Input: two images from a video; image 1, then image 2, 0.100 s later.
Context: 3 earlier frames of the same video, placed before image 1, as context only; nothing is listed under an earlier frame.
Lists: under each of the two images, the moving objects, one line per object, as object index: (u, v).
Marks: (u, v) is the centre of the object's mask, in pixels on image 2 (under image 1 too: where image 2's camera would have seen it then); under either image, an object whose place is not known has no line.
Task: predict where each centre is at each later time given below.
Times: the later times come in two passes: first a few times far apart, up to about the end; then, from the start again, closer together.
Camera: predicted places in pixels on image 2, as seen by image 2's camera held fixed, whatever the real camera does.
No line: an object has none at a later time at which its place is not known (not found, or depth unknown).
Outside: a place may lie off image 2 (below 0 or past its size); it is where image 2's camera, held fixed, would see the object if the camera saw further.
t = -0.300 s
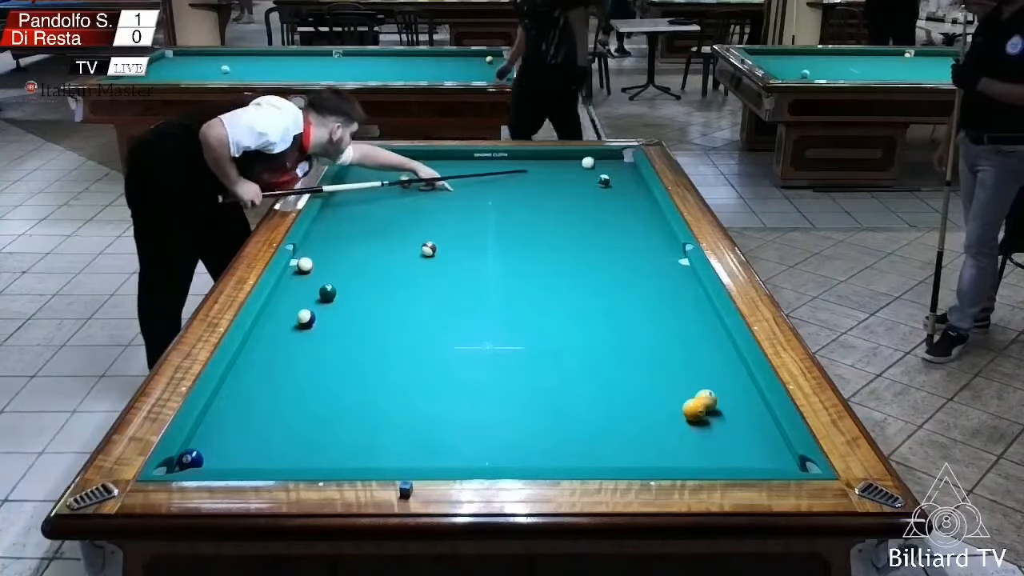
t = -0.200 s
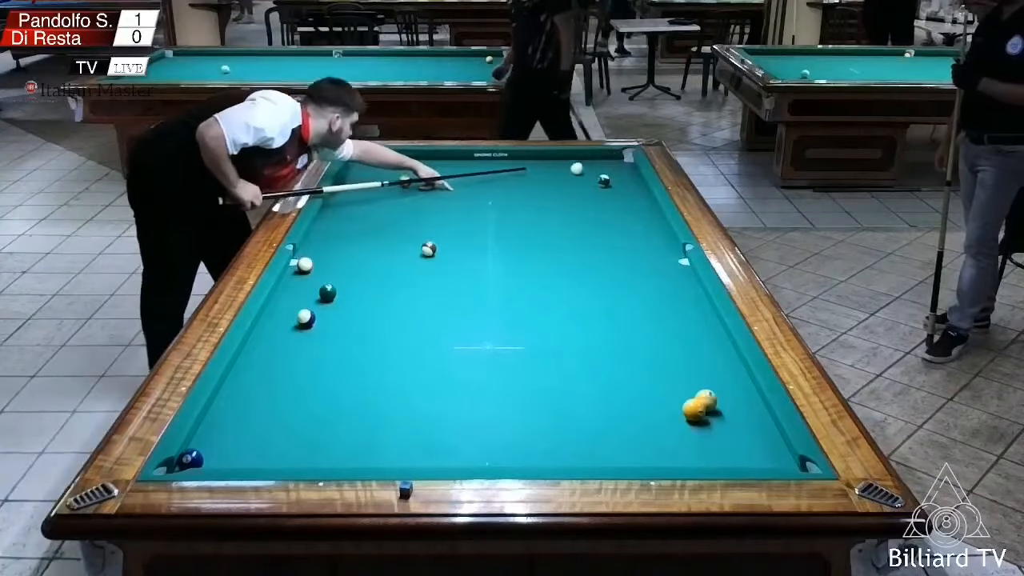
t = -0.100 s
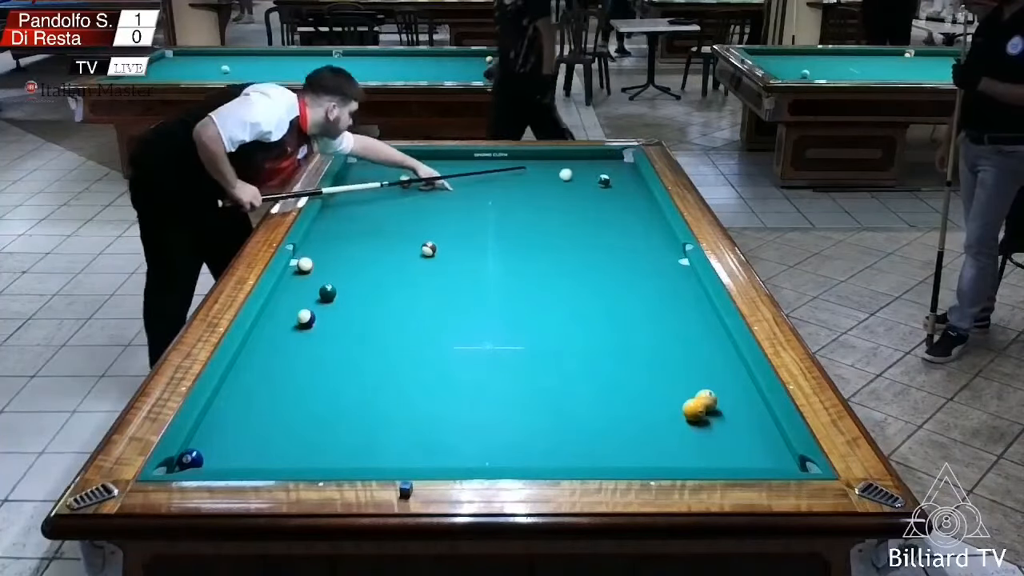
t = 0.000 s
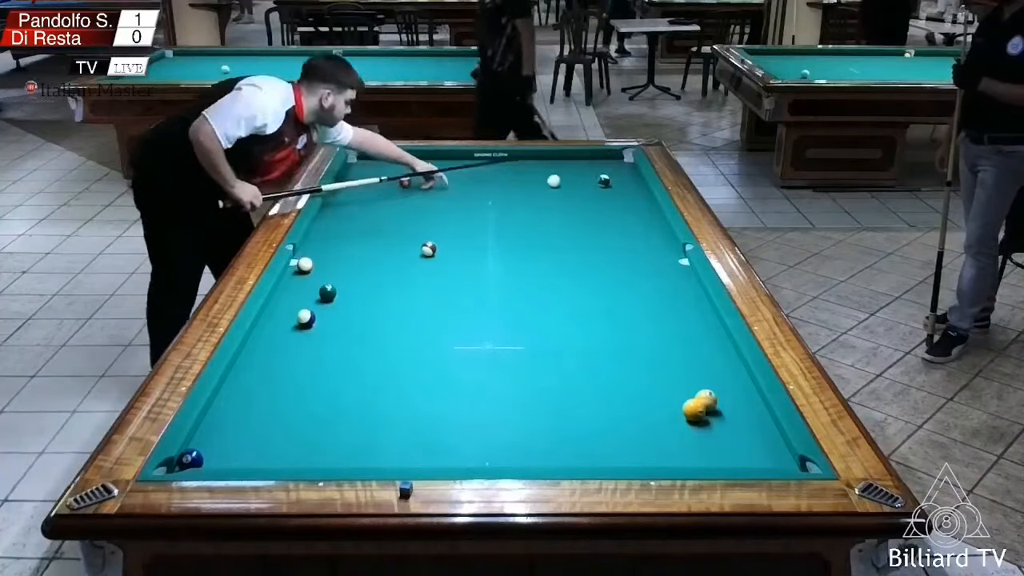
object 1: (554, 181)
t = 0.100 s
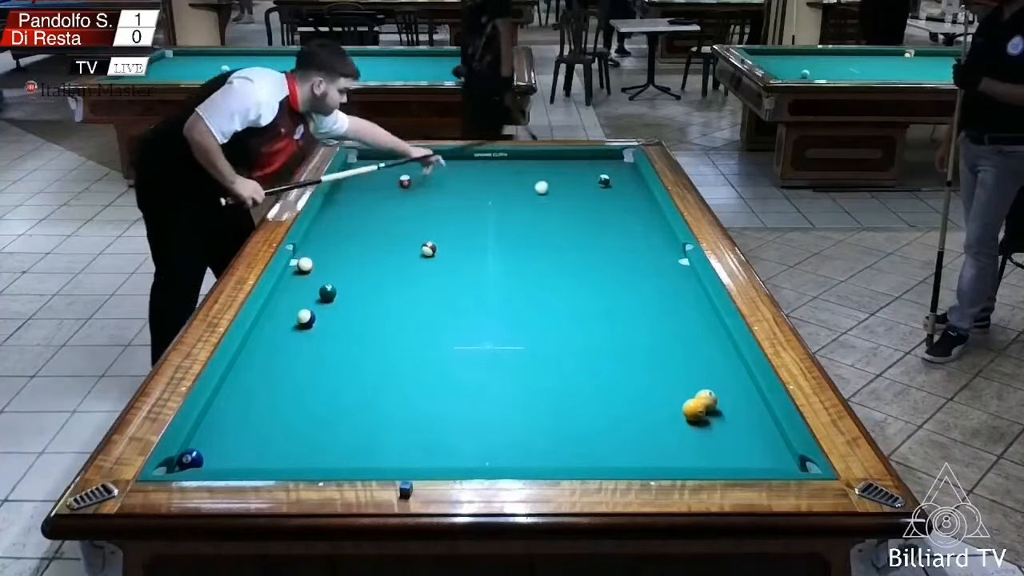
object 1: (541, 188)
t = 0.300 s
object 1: (515, 202)
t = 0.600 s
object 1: (472, 225)
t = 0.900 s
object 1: (434, 245)
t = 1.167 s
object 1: (423, 250)
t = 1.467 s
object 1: (410, 256)
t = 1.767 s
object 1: (396, 262)
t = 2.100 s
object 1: (383, 268)
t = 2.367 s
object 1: (373, 273)
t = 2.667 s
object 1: (362, 278)
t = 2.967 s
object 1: (351, 283)
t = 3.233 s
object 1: (342, 287)
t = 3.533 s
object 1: (340, 288)
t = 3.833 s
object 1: (339, 289)
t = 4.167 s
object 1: (339, 289)
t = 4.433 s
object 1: (339, 289)
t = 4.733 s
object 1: (339, 289)
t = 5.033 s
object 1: (339, 289)
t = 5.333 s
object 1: (339, 289)
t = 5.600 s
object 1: (339, 289)
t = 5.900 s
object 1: (339, 289)
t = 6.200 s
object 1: (339, 289)
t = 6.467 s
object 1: (339, 289)
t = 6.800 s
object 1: (339, 289)
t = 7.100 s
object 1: (339, 289)
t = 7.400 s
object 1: (339, 289)
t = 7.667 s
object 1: (339, 289)
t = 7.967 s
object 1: (339, 289)
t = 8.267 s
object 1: (339, 289)
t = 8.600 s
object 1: (339, 289)
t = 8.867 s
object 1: (339, 289)
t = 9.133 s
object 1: (339, 289)
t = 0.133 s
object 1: (537, 190)
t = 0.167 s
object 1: (533, 192)
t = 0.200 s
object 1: (529, 195)
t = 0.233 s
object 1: (524, 197)
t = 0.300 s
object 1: (515, 202)
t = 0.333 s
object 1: (511, 204)
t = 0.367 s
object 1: (506, 207)
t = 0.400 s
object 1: (502, 209)
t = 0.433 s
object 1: (496, 212)
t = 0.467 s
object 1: (492, 214)
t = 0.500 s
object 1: (487, 217)
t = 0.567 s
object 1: (477, 222)
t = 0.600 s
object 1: (472, 225)
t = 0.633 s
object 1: (467, 228)
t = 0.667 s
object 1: (462, 231)
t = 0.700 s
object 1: (456, 234)
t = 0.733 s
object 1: (450, 237)
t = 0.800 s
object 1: (440, 242)
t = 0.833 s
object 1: (437, 244)
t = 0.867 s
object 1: (436, 244)
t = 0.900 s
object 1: (434, 245)
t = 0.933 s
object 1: (433, 246)
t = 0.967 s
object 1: (432, 246)
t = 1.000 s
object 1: (430, 247)
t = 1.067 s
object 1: (427, 248)
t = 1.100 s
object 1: (425, 249)
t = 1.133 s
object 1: (424, 250)
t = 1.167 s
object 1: (423, 250)
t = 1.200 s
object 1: (422, 251)
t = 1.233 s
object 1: (420, 252)
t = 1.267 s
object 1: (418, 253)
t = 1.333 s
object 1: (416, 254)
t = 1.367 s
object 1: (414, 254)
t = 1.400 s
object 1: (412, 255)
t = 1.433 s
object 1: (411, 256)
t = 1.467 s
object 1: (410, 256)
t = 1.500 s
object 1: (408, 257)
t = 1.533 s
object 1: (407, 257)
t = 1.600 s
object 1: (405, 258)
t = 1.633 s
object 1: (402, 260)
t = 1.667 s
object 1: (401, 260)
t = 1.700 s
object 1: (400, 261)
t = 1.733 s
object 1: (398, 262)
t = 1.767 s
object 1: (396, 262)
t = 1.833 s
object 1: (394, 263)
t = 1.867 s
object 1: (393, 264)
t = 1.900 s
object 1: (392, 264)
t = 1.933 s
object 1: (391, 265)
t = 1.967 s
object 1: (389, 265)
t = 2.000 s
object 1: (387, 266)
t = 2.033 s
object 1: (386, 267)
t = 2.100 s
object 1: (383, 268)
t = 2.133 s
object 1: (382, 269)
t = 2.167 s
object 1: (381, 269)
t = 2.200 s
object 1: (379, 270)
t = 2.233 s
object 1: (378, 271)
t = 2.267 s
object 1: (377, 271)
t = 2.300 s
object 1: (376, 272)
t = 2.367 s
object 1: (373, 273)
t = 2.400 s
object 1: (371, 274)
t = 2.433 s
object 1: (370, 274)
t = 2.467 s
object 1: (369, 275)
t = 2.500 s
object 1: (367, 276)
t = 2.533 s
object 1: (366, 276)
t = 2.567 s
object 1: (365, 277)
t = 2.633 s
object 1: (363, 278)
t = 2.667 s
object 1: (362, 278)
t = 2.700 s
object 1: (361, 279)
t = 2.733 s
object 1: (359, 279)
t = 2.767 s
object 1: (358, 280)
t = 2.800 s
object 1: (357, 280)
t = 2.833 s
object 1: (355, 281)
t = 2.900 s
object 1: (353, 282)
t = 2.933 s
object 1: (352, 283)
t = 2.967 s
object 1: (351, 283)
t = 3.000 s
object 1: (350, 284)
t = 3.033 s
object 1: (349, 284)
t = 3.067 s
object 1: (348, 285)
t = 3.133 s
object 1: (346, 285)
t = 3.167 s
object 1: (345, 286)
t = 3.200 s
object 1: (343, 287)
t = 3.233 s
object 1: (342, 287)
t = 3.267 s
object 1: (341, 287)
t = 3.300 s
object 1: (341, 287)
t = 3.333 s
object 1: (341, 288)
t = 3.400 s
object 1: (341, 287)
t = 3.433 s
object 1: (341, 288)
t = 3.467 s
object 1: (340, 288)
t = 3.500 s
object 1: (340, 288)
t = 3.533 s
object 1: (340, 288)
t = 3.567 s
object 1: (340, 288)
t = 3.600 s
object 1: (340, 288)
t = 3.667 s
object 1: (340, 288)
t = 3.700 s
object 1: (339, 288)
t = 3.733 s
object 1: (339, 288)
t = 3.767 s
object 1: (339, 288)
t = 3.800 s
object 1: (339, 288)
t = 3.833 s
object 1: (339, 289)
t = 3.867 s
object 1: (339, 289)
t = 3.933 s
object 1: (339, 289)
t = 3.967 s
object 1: (339, 289)
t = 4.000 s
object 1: (339, 288)
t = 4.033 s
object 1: (339, 289)
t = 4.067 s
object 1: (339, 289)
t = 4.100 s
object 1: (339, 289)
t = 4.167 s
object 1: (339, 289)
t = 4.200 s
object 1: (339, 289)
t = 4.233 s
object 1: (339, 289)
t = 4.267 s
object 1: (339, 289)
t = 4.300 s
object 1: (339, 289)
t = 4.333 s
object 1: (339, 289)
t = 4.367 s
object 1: (339, 289)
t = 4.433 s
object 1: (339, 289)
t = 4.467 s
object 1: (339, 289)
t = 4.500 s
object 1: (339, 289)
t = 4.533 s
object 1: (339, 289)
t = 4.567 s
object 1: (339, 289)
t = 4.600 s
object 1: (339, 289)
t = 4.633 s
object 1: (339, 289)
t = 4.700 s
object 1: (339, 289)
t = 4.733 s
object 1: (339, 289)
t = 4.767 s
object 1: (339, 289)
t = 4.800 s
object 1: (339, 289)
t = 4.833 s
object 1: (339, 289)
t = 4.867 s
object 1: (339, 289)
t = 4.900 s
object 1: (339, 289)
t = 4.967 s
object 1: (339, 289)
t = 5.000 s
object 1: (339, 289)
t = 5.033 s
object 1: (339, 289)
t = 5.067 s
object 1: (339, 289)
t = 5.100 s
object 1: (339, 289)
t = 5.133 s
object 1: (339, 289)
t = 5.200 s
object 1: (339, 289)
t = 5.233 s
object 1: (339, 289)
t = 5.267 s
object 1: (339, 289)
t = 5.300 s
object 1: (339, 289)
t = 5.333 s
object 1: (339, 289)
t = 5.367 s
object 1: (339, 289)
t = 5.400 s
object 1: (339, 289)
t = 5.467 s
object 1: (339, 289)
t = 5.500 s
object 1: (339, 289)
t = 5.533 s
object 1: (339, 289)
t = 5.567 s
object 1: (339, 289)
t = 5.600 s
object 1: (339, 289)
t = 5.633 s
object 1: (339, 289)
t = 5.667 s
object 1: (339, 289)
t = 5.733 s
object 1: (339, 289)
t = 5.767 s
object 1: (339, 289)
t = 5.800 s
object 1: (339, 289)
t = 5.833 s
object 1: (339, 289)
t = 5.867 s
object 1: (339, 289)
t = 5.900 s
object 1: (339, 289)
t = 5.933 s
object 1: (339, 289)
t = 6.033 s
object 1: (339, 289)
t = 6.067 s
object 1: (339, 289)
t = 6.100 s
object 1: (339, 289)
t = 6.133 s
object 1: (339, 289)
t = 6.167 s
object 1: (339, 289)
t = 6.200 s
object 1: (339, 289)
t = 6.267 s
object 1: (339, 289)
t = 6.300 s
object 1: (339, 289)
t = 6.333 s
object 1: (339, 289)
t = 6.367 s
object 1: (339, 289)
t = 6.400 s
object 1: (339, 289)
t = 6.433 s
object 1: (339, 289)
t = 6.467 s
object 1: (339, 289)
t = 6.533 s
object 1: (339, 289)
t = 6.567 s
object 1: (339, 289)
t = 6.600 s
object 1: (339, 289)
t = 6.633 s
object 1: (339, 289)
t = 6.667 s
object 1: (339, 289)
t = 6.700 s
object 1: (339, 289)
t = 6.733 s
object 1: (339, 289)
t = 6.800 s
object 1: (339, 289)
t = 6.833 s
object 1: (339, 289)
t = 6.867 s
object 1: (339, 289)
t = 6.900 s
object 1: (339, 289)
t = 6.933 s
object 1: (339, 289)
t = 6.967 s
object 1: (339, 289)
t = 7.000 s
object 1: (339, 289)
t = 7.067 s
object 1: (339, 289)
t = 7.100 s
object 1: (339, 289)
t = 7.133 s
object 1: (339, 289)
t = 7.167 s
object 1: (339, 289)
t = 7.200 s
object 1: (339, 289)
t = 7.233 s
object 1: (339, 289)
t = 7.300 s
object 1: (339, 289)
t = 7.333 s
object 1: (339, 289)
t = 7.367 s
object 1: (339, 289)
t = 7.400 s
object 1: (339, 289)
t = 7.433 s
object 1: (339, 289)
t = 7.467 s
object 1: (339, 289)
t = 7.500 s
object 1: (339, 289)
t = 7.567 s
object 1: (339, 289)
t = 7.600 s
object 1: (339, 289)
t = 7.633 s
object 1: (339, 289)
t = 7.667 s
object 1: (339, 289)
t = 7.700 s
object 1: (339, 289)
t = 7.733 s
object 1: (339, 289)
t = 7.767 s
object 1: (339, 289)
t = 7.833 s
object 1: (339, 289)
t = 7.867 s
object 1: (339, 289)
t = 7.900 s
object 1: (339, 289)
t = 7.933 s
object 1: (339, 289)
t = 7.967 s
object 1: (339, 289)
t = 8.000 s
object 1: (339, 289)
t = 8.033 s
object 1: (339, 289)
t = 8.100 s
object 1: (339, 289)
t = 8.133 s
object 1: (339, 289)
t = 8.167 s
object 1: (339, 289)
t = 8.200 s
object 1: (339, 289)
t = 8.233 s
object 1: (339, 289)
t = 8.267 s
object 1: (339, 289)
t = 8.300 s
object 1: (339, 289)
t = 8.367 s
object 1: (339, 289)
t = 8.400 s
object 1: (339, 289)
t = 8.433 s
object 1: (339, 289)
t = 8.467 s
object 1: (339, 289)
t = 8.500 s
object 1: (339, 289)
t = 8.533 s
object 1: (339, 289)
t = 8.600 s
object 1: (339, 289)
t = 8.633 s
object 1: (339, 289)
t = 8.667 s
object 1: (339, 289)
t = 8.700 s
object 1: (339, 289)
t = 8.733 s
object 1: (339, 289)
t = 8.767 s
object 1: (339, 289)
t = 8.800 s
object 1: (339, 289)
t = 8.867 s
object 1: (339, 289)
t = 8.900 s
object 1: (339, 289)
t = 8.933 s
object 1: (339, 289)
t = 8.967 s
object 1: (339, 289)
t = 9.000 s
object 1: (339, 289)
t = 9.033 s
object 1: (339, 289)
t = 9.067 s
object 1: (339, 289)
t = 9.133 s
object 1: (339, 289)
